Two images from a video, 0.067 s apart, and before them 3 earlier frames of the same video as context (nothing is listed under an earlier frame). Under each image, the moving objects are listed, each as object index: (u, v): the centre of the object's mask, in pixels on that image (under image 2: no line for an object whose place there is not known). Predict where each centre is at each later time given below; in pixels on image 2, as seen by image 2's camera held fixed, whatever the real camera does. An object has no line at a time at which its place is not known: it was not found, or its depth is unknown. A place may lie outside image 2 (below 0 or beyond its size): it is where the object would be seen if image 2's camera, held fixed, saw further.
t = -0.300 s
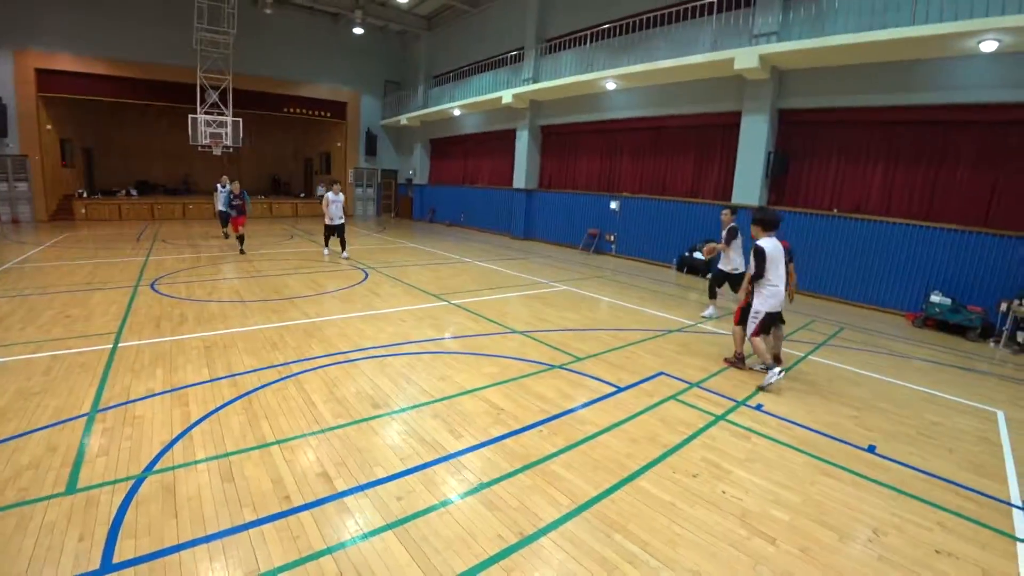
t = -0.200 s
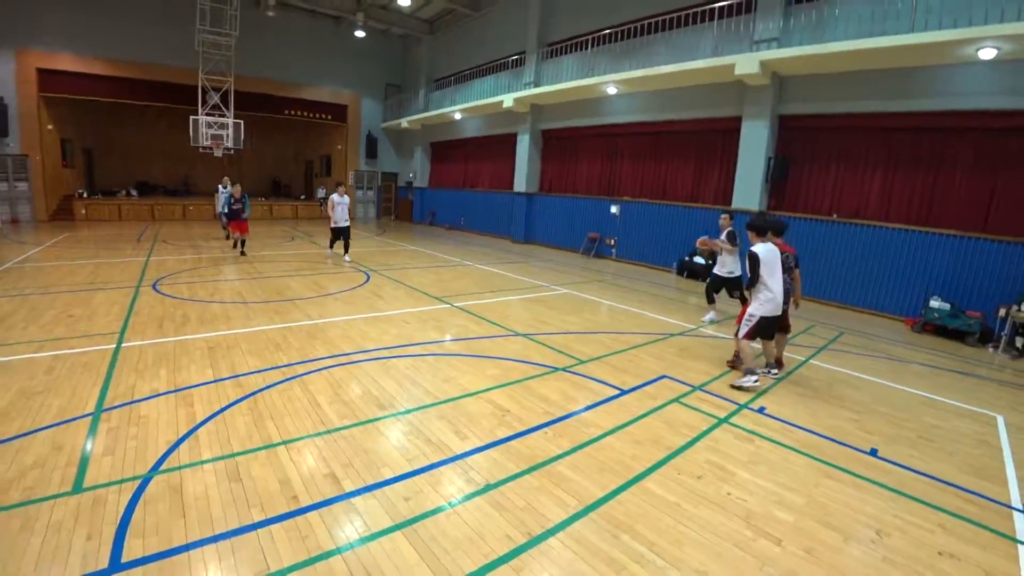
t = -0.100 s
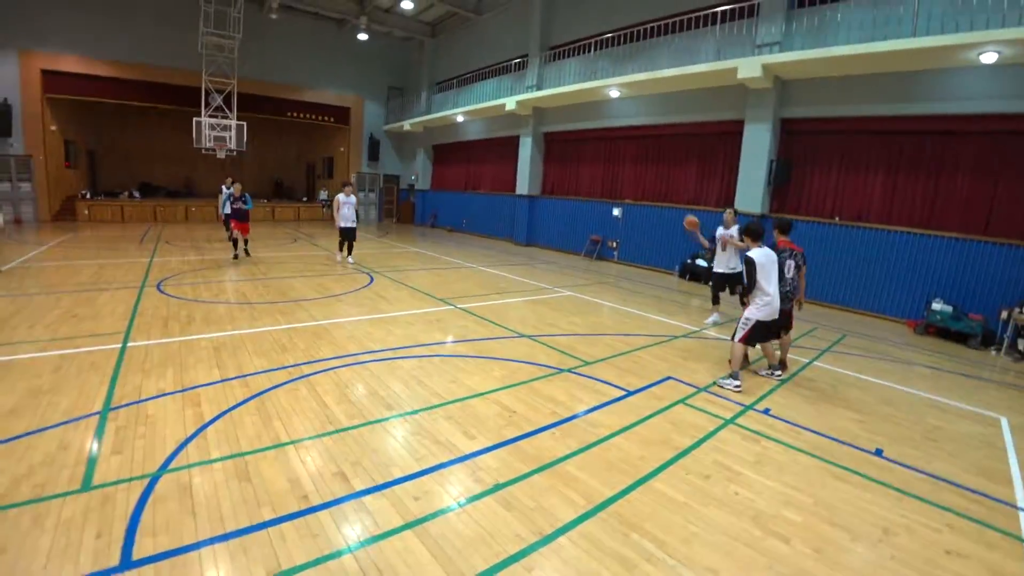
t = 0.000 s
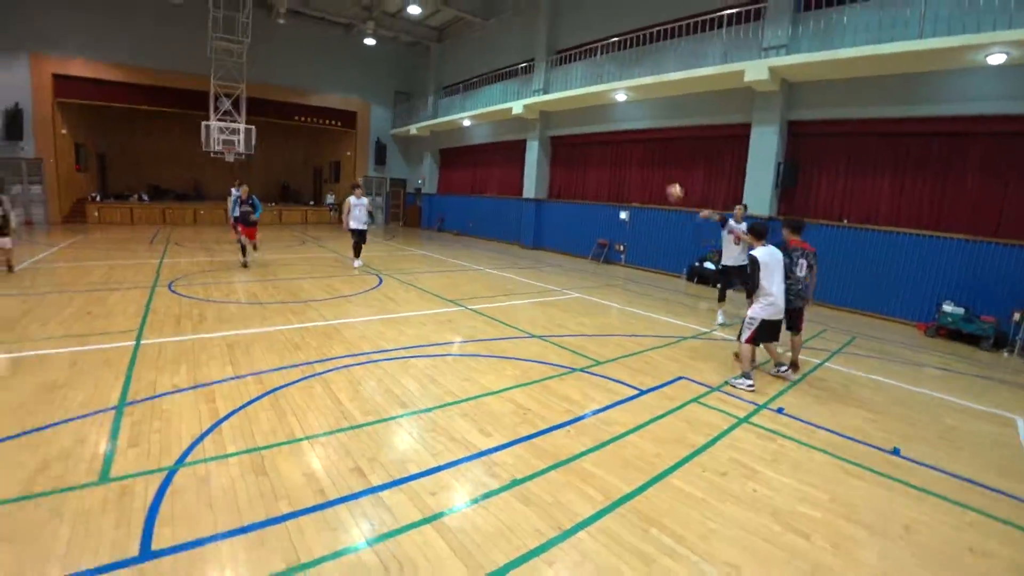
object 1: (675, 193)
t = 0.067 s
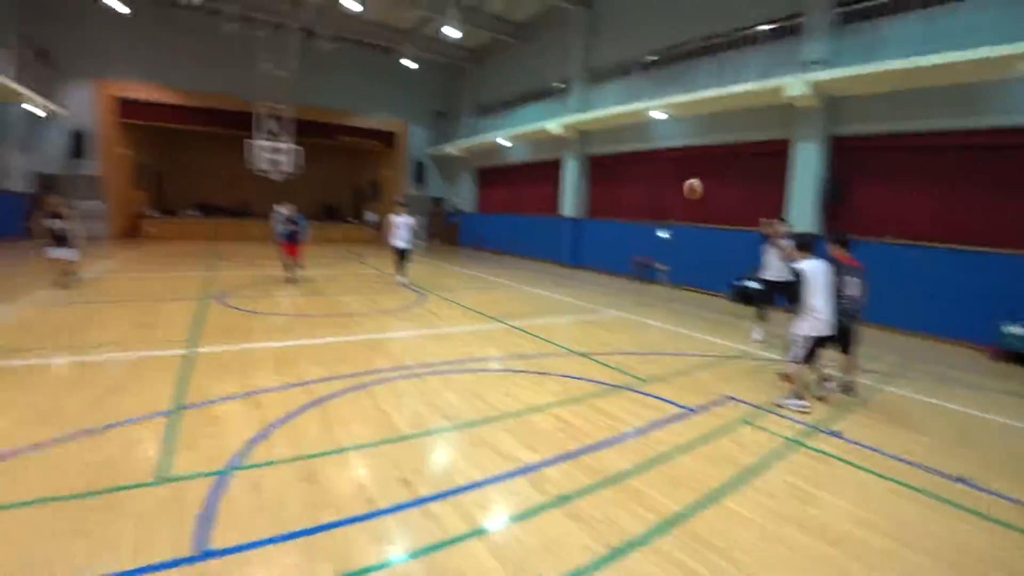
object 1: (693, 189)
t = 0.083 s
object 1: (687, 183)
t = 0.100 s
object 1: (681, 177)
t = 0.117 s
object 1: (676, 171)
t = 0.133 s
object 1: (670, 166)
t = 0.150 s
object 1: (664, 160)
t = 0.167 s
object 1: (657, 156)
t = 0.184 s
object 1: (649, 150)
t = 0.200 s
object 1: (644, 144)
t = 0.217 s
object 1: (636, 138)
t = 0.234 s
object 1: (629, 133)
